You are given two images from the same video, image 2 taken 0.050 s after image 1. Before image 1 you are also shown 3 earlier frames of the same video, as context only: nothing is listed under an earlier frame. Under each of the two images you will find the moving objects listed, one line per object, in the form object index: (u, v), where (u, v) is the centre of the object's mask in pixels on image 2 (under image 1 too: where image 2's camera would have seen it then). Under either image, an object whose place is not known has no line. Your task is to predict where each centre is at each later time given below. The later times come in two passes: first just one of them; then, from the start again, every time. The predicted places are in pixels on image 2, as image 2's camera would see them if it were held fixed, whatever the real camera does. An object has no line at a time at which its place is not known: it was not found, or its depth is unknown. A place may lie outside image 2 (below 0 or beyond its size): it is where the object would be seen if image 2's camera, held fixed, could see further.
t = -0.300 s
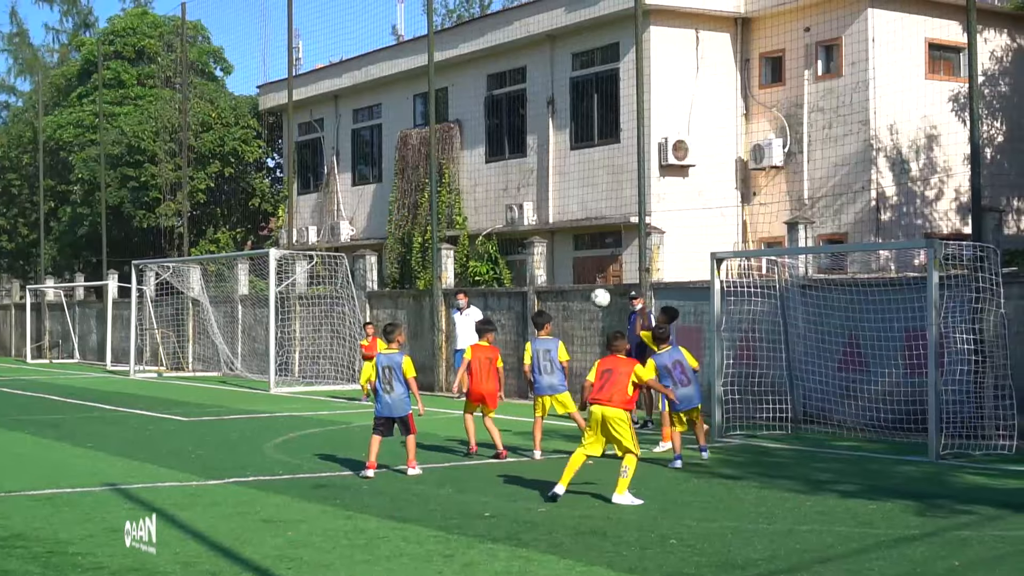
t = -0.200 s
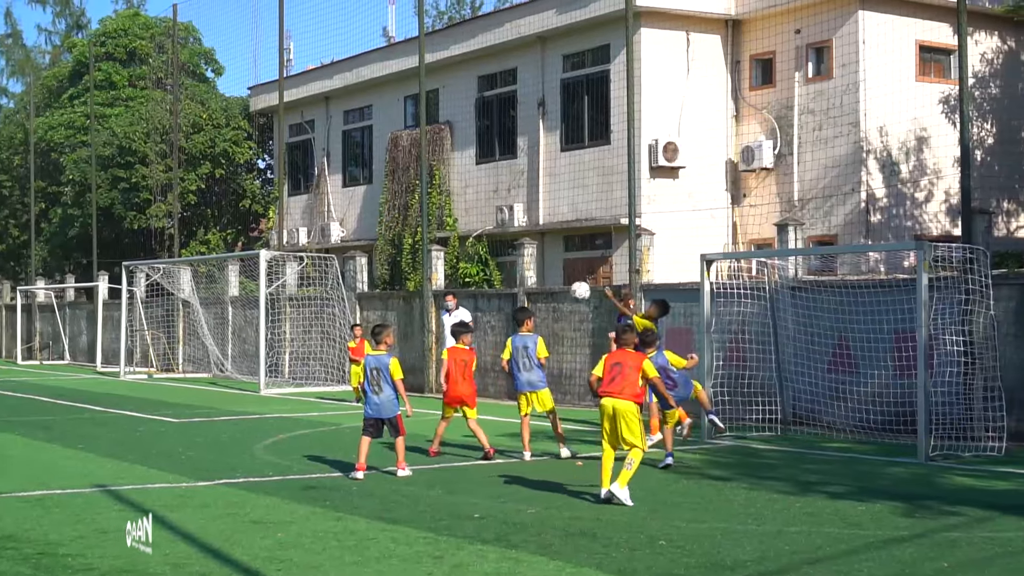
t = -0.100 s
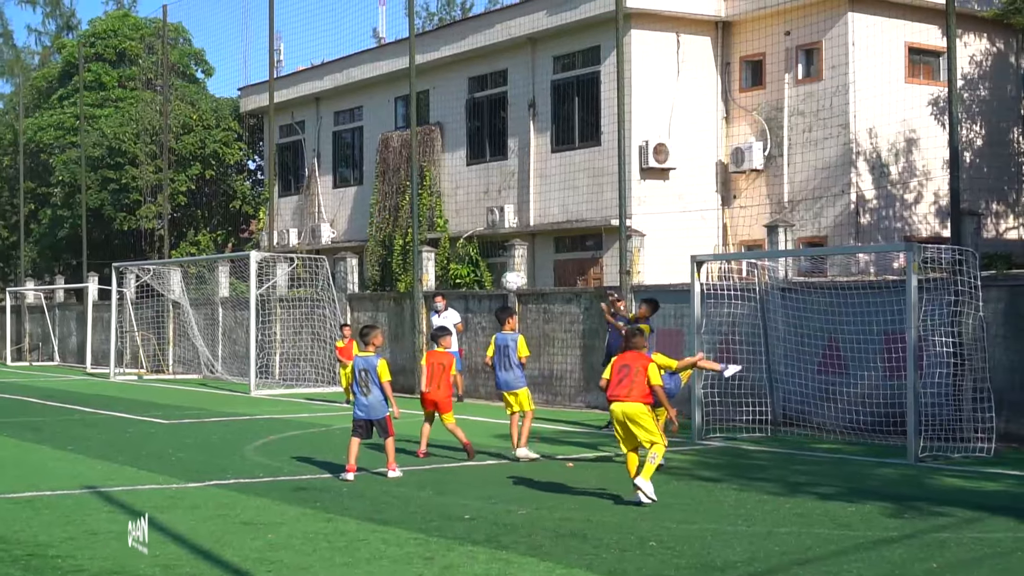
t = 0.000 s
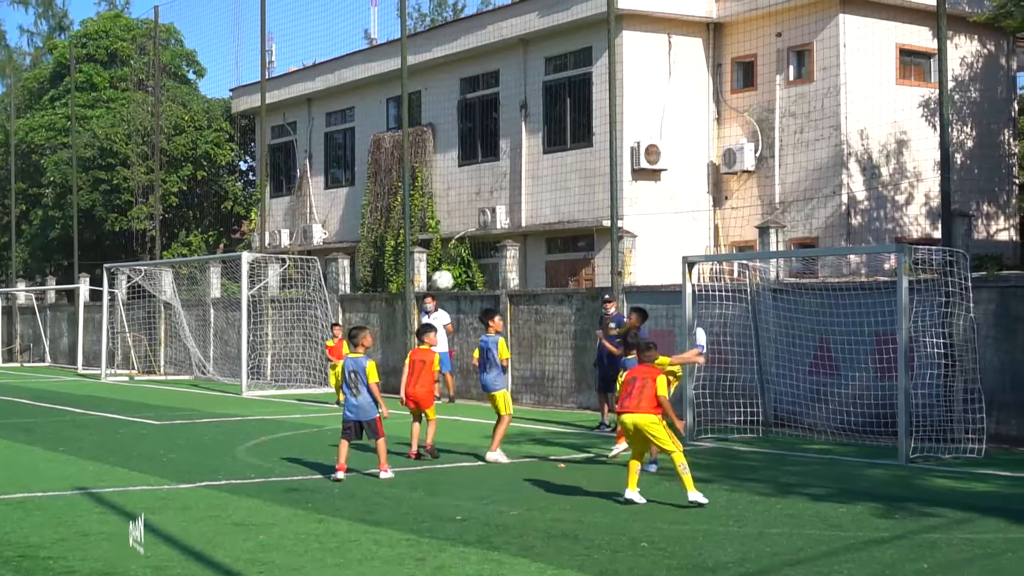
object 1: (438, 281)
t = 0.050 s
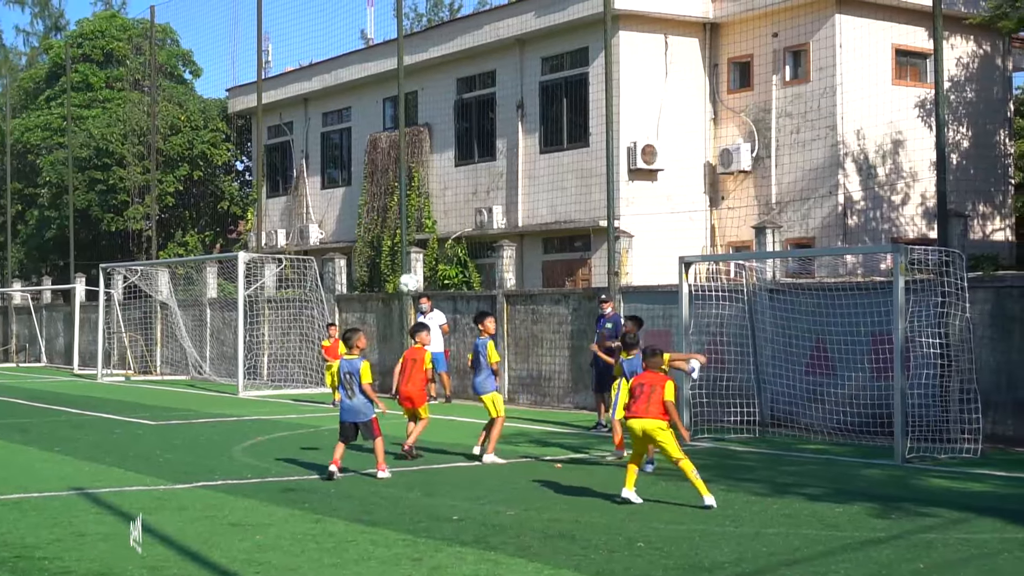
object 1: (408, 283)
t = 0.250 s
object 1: (279, 326)
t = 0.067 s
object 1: (397, 285)
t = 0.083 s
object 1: (388, 287)
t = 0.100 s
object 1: (377, 289)
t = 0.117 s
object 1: (367, 292)
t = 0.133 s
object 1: (356, 295)
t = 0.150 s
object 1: (345, 299)
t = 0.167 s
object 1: (334, 303)
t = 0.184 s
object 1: (323, 306)
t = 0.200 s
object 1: (313, 311)
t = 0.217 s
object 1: (302, 315)
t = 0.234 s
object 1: (291, 320)
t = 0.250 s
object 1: (279, 326)
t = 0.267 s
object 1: (268, 333)
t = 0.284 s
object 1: (256, 338)
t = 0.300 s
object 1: (246, 346)
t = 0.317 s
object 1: (234, 353)
